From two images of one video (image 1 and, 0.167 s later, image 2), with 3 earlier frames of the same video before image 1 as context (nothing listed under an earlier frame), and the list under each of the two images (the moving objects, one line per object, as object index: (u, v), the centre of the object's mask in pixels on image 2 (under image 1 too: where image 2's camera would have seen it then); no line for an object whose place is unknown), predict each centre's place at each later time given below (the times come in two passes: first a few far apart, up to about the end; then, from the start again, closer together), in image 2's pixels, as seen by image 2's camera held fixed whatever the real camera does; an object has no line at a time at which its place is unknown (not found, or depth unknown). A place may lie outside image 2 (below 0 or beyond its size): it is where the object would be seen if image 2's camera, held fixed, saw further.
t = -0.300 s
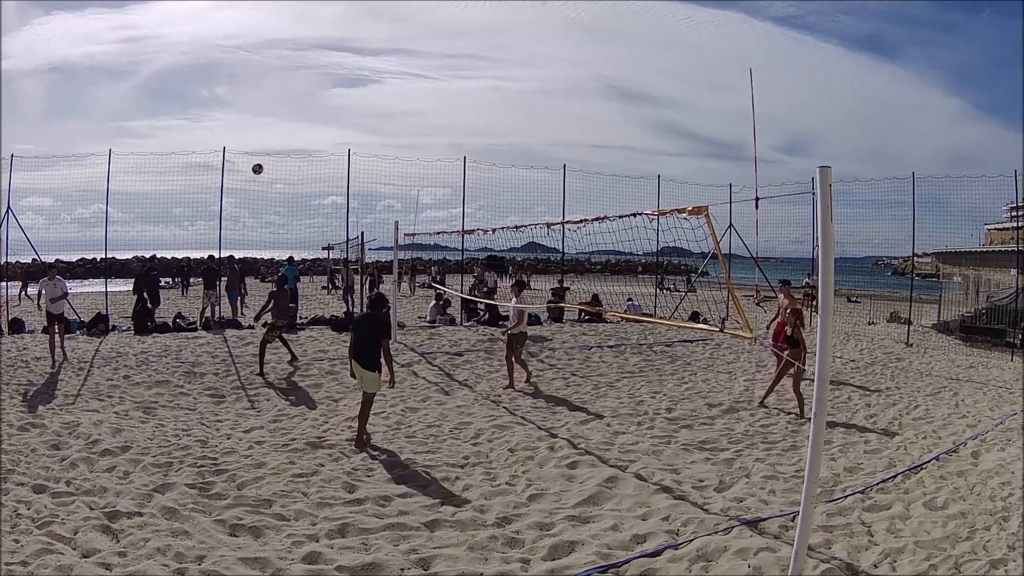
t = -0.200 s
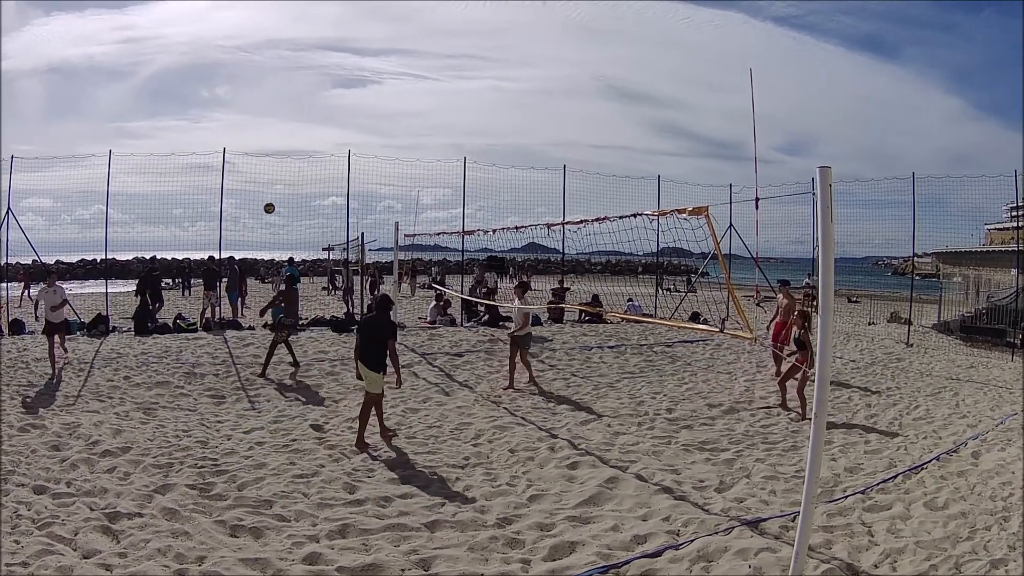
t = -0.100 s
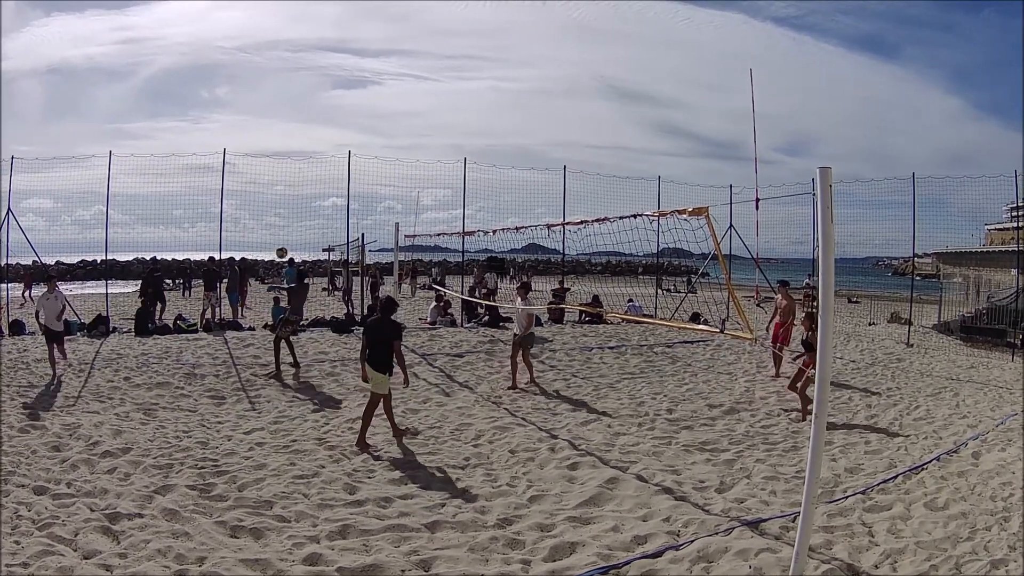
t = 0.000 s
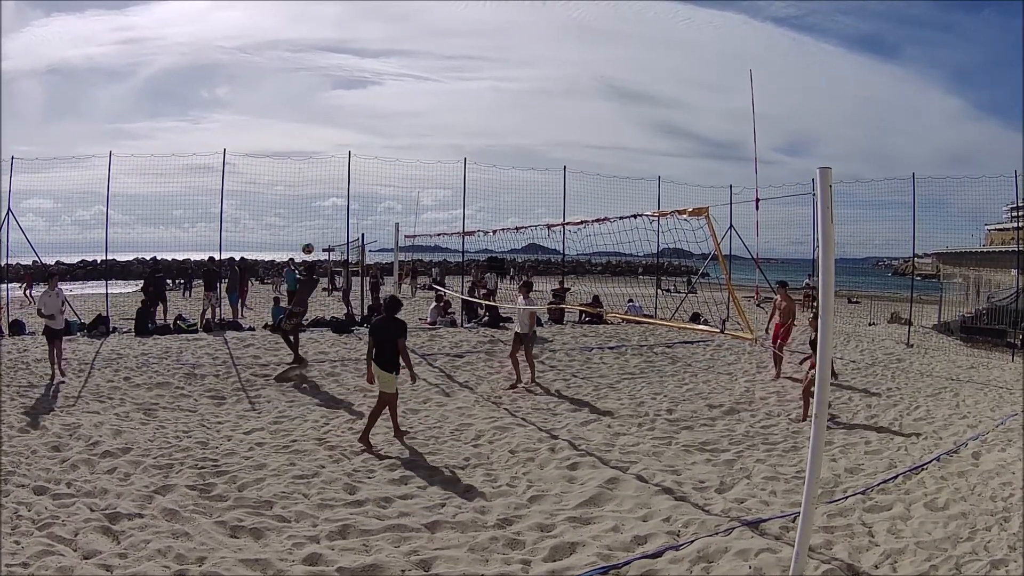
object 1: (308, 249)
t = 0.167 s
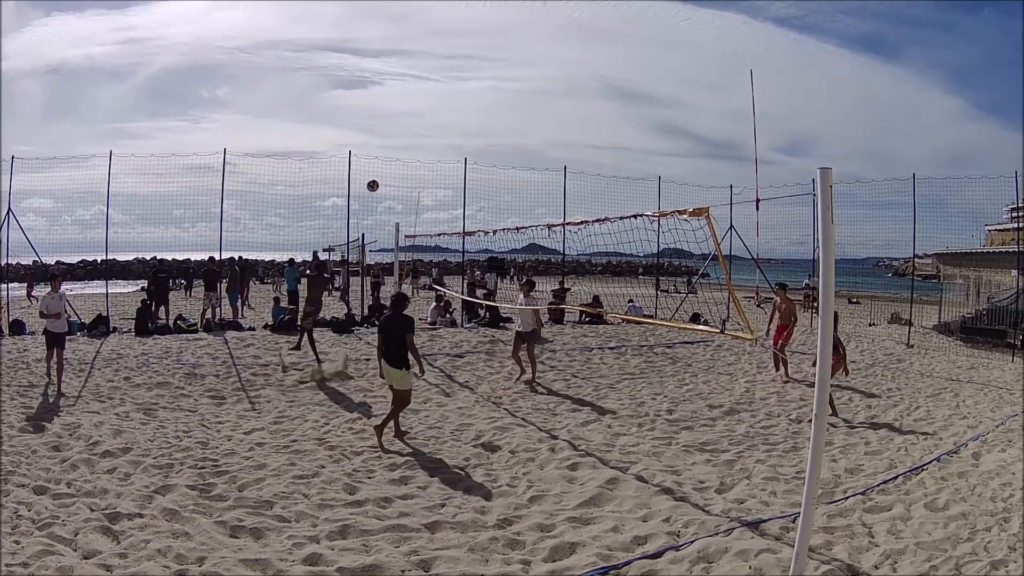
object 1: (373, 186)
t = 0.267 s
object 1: (413, 156)
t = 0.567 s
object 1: (539, 105)
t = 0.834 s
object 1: (650, 109)
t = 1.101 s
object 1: (754, 157)
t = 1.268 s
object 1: (811, 206)
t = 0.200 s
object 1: (386, 175)
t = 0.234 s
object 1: (400, 165)
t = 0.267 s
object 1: (413, 156)
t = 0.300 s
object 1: (427, 148)
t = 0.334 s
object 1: (441, 139)
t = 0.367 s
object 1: (455, 132)
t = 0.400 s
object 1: (469, 126)
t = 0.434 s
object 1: (484, 120)
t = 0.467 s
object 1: (497, 115)
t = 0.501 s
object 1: (511, 111)
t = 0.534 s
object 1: (525, 108)
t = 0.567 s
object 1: (539, 105)
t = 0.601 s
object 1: (554, 103)
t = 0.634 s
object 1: (568, 102)
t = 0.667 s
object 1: (582, 101)
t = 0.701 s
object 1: (595, 101)
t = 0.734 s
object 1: (609, 102)
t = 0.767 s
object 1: (623, 104)
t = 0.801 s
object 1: (636, 106)
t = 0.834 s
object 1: (650, 109)
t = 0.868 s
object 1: (664, 112)
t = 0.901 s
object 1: (677, 117)
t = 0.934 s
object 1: (690, 122)
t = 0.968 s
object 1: (703, 127)
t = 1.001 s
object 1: (716, 133)
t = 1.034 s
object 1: (729, 140)
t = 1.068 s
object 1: (741, 148)
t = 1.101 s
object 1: (754, 157)
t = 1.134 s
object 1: (766, 165)
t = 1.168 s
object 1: (778, 175)
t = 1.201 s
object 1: (789, 185)
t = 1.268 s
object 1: (811, 206)
